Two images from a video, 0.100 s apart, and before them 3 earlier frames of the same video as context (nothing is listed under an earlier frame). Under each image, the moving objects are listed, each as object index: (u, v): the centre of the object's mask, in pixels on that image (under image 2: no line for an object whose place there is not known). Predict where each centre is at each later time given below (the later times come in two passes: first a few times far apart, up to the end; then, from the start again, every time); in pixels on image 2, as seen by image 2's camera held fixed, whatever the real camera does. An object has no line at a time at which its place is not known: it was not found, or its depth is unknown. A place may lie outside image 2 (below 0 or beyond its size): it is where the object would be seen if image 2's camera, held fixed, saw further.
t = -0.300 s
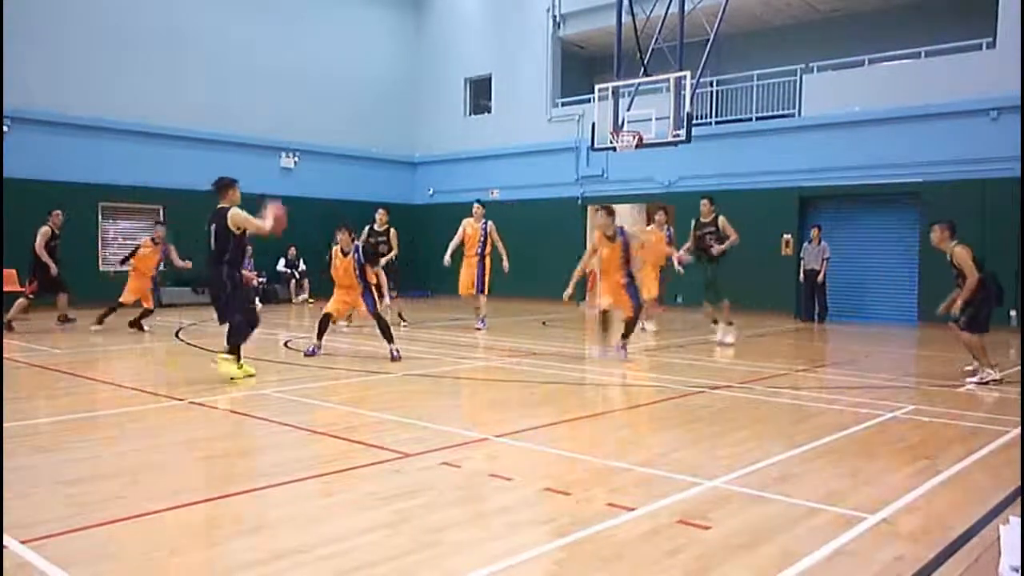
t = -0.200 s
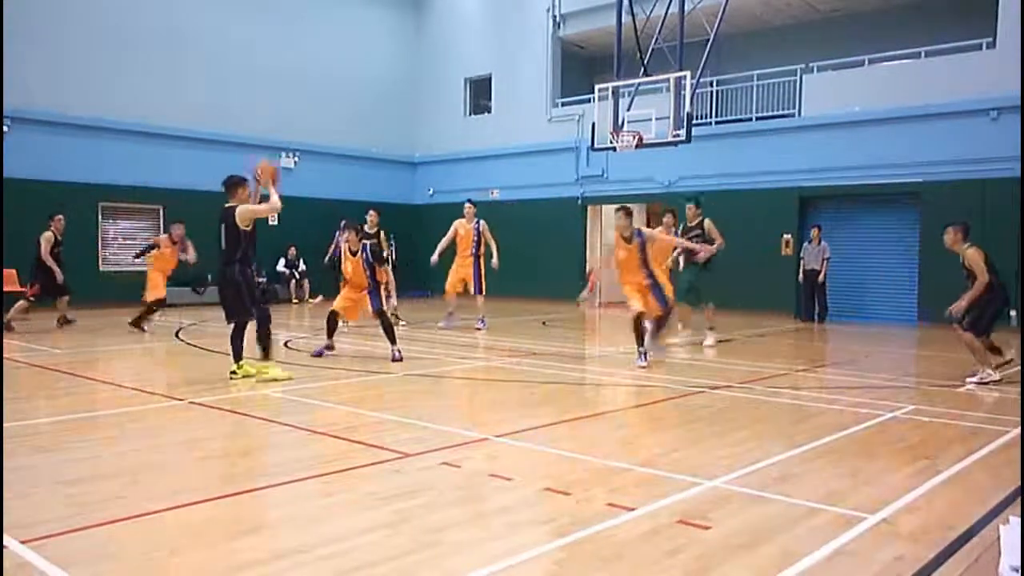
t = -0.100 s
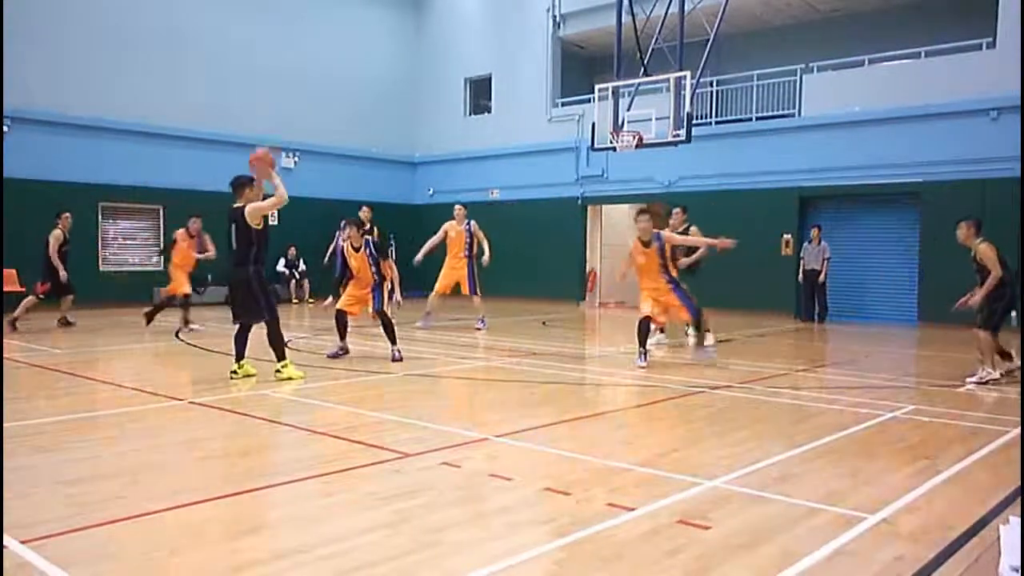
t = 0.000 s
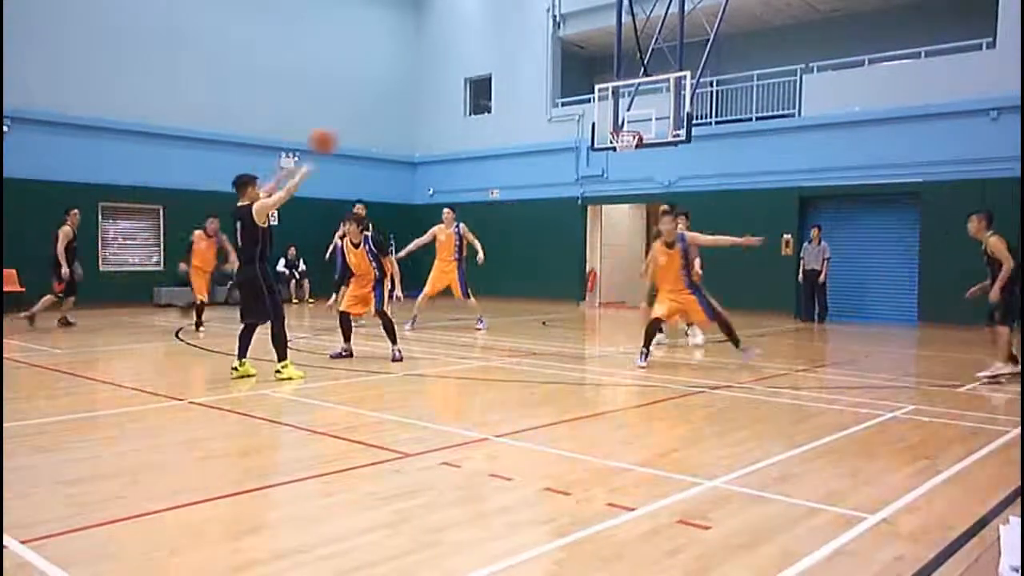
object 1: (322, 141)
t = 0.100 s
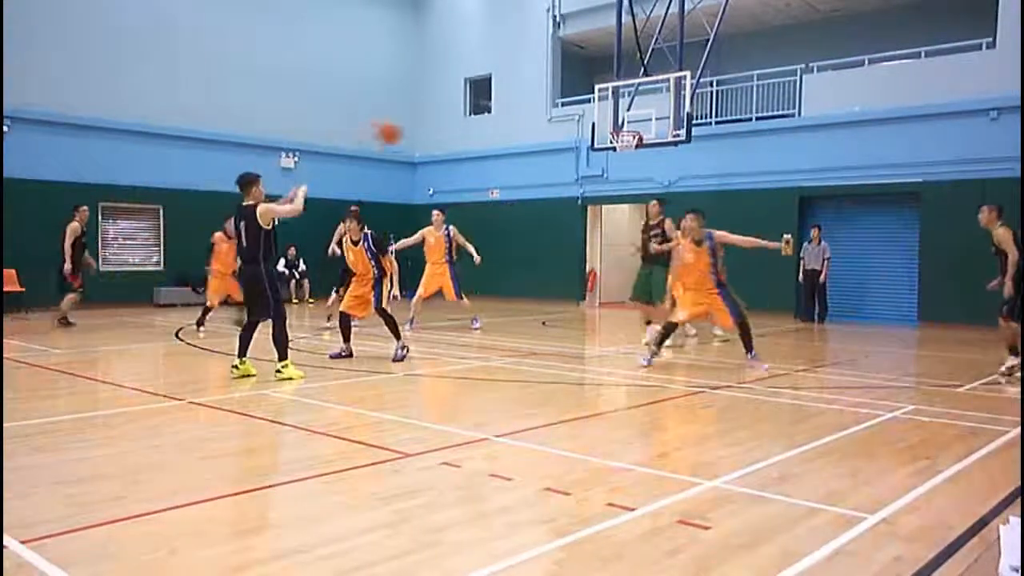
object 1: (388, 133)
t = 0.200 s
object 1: (447, 134)
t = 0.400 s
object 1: (546, 162)
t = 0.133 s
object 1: (409, 133)
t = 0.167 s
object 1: (428, 132)
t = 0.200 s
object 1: (447, 134)
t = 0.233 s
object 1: (464, 138)
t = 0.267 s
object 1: (482, 142)
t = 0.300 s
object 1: (499, 146)
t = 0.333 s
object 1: (516, 150)
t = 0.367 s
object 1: (533, 156)
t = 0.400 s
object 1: (546, 162)
